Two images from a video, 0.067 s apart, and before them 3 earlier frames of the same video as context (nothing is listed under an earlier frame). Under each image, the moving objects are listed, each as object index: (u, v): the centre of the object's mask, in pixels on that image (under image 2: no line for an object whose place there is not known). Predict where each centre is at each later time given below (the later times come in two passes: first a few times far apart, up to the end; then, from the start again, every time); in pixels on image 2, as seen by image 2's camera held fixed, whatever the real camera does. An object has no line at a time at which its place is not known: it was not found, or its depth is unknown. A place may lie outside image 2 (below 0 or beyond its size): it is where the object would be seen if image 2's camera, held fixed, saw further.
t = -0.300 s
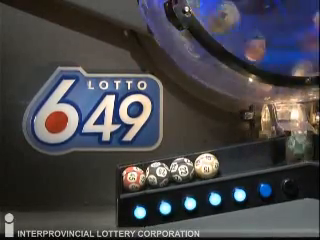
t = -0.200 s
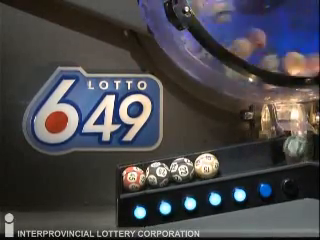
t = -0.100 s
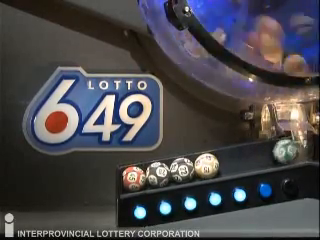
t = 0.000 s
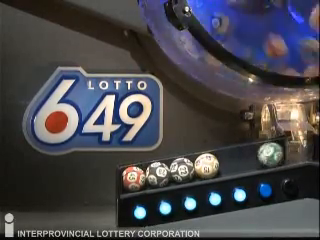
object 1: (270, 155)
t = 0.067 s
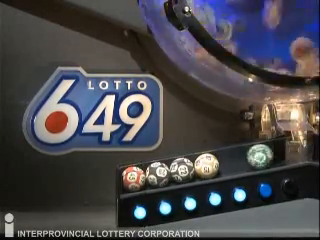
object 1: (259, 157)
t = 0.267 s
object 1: (231, 161)
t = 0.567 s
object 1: (230, 162)
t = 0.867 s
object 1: (231, 161)
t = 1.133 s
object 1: (230, 161)
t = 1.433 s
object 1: (230, 161)
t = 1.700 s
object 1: (230, 161)
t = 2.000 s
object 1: (230, 161)
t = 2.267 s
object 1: (230, 161)
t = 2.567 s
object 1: (230, 161)
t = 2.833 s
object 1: (230, 161)
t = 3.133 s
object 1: (230, 161)
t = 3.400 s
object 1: (230, 161)
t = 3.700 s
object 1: (230, 161)
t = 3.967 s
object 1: (230, 161)
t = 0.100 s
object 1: (254, 158)
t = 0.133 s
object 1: (247, 159)
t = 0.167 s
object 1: (240, 160)
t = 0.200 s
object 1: (232, 161)
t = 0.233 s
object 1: (230, 161)
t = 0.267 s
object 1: (231, 161)
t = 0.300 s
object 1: (231, 162)
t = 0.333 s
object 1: (231, 162)
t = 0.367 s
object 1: (231, 162)
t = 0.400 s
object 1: (231, 162)
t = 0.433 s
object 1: (231, 162)
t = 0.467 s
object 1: (230, 162)
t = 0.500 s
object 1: (230, 162)
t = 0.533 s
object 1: (230, 162)
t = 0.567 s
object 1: (230, 162)
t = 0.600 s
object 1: (230, 162)
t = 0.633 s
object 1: (230, 162)
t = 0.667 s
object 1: (230, 162)
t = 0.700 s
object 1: (231, 161)
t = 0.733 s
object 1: (231, 161)
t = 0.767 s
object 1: (231, 162)
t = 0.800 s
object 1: (231, 162)
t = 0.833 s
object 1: (231, 162)
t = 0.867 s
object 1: (231, 161)
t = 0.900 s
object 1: (230, 161)
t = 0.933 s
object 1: (230, 161)
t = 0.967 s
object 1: (230, 161)
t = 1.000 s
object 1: (230, 161)
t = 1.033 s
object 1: (230, 161)
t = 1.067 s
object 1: (230, 161)
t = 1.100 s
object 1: (230, 161)
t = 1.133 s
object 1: (230, 161)
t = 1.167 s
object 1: (230, 161)
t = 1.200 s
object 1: (230, 161)
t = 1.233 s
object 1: (230, 161)
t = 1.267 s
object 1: (230, 162)
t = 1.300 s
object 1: (230, 162)
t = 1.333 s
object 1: (230, 162)
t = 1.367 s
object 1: (230, 161)
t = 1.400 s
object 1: (230, 161)
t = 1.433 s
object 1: (230, 161)
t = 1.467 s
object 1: (230, 161)
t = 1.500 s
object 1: (230, 161)
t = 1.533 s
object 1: (230, 161)
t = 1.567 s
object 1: (230, 161)
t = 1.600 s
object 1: (230, 161)
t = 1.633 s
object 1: (230, 161)
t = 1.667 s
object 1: (230, 161)
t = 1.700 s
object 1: (230, 161)
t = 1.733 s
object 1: (230, 161)
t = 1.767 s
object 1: (230, 161)
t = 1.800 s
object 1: (230, 161)
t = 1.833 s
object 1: (230, 161)
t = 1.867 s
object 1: (230, 161)
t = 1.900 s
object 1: (230, 161)
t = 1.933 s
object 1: (230, 161)
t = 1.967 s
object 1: (230, 161)
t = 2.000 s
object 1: (230, 161)
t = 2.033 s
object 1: (230, 161)
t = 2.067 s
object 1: (230, 161)
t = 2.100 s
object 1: (230, 161)
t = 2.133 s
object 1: (230, 161)
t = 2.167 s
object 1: (230, 161)
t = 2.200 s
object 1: (230, 161)
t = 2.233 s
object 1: (230, 161)
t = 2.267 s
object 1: (230, 161)
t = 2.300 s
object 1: (230, 161)
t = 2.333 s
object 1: (230, 161)
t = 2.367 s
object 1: (230, 161)
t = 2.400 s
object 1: (230, 161)
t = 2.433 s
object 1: (230, 161)
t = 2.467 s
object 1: (230, 161)
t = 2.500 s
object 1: (230, 161)
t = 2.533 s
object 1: (230, 161)
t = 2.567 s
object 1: (230, 161)
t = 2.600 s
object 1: (230, 161)
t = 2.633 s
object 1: (230, 161)
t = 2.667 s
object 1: (230, 161)
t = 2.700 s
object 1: (230, 161)
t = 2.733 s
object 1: (230, 161)
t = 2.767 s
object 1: (230, 161)
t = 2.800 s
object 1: (230, 161)
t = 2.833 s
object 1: (230, 161)
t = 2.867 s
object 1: (230, 161)
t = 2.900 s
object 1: (230, 161)
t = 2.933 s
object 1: (230, 161)
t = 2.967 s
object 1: (230, 162)
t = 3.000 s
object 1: (230, 161)
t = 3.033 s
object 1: (230, 161)
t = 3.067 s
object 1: (230, 161)
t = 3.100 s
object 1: (230, 161)
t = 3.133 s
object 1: (230, 161)
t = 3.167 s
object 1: (230, 161)
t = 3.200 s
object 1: (230, 161)
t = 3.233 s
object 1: (230, 161)
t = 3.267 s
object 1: (230, 161)
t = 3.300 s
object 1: (230, 161)
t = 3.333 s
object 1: (230, 161)
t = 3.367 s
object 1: (230, 161)
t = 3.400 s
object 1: (230, 161)
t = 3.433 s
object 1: (230, 161)
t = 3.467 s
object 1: (230, 161)
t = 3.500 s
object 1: (230, 161)
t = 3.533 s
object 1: (230, 161)
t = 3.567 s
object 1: (230, 161)
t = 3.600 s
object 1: (230, 161)
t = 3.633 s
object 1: (230, 161)
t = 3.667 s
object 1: (230, 161)
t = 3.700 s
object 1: (230, 161)
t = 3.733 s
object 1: (230, 161)
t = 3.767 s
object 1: (230, 161)
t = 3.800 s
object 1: (230, 161)
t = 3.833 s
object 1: (230, 161)
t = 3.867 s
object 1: (230, 161)
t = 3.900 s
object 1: (230, 161)
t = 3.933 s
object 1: (230, 161)
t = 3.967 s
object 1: (230, 161)
